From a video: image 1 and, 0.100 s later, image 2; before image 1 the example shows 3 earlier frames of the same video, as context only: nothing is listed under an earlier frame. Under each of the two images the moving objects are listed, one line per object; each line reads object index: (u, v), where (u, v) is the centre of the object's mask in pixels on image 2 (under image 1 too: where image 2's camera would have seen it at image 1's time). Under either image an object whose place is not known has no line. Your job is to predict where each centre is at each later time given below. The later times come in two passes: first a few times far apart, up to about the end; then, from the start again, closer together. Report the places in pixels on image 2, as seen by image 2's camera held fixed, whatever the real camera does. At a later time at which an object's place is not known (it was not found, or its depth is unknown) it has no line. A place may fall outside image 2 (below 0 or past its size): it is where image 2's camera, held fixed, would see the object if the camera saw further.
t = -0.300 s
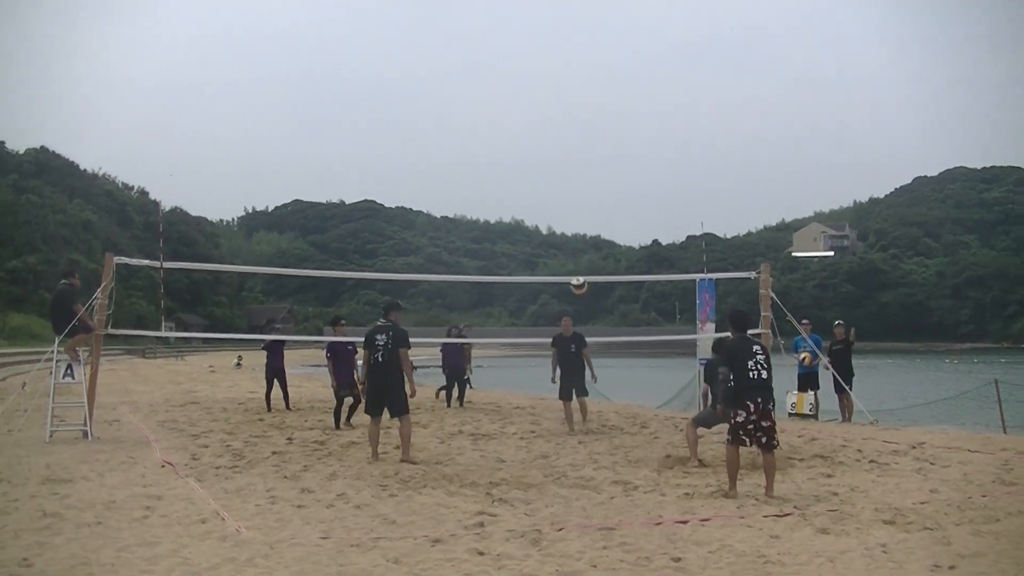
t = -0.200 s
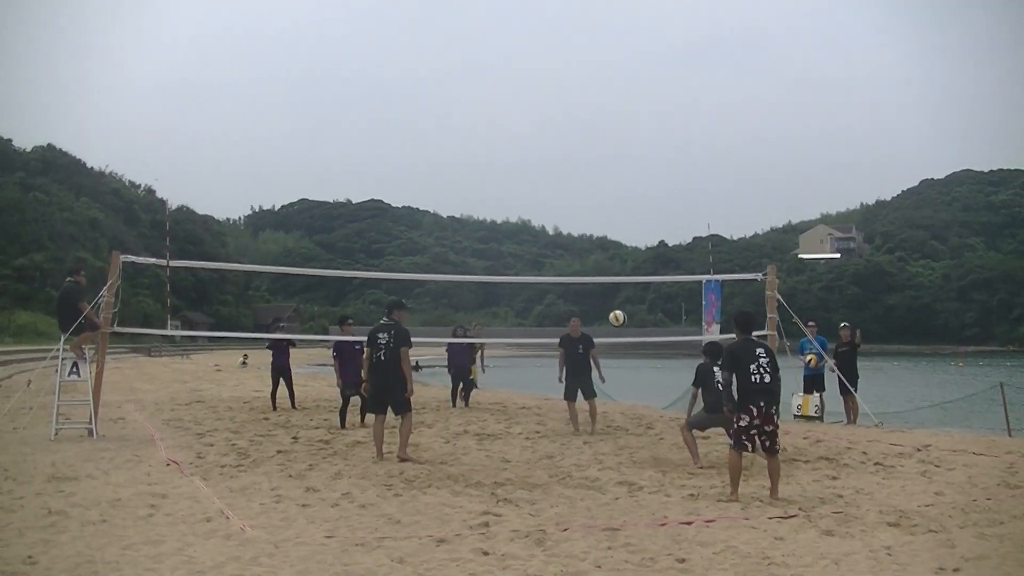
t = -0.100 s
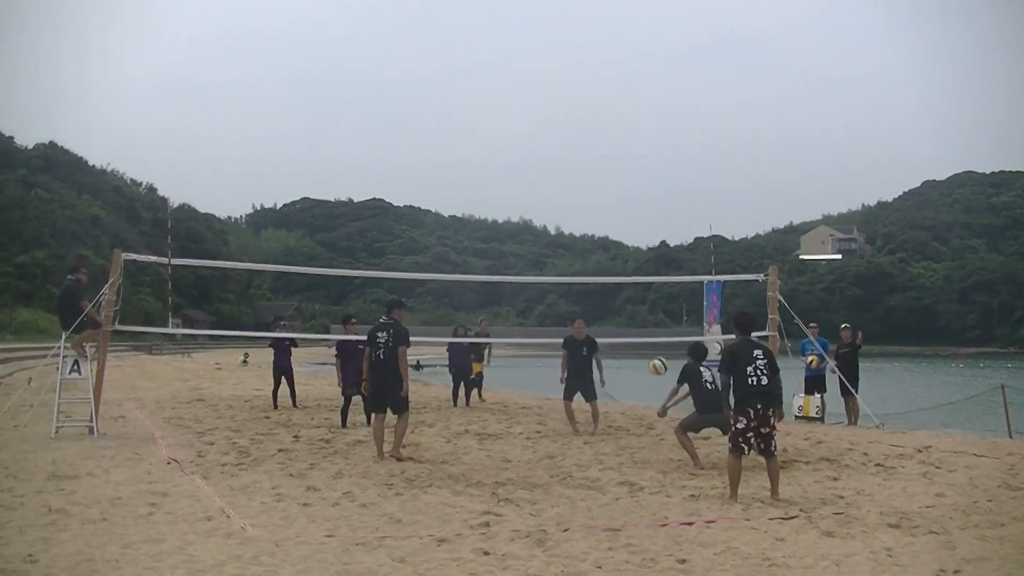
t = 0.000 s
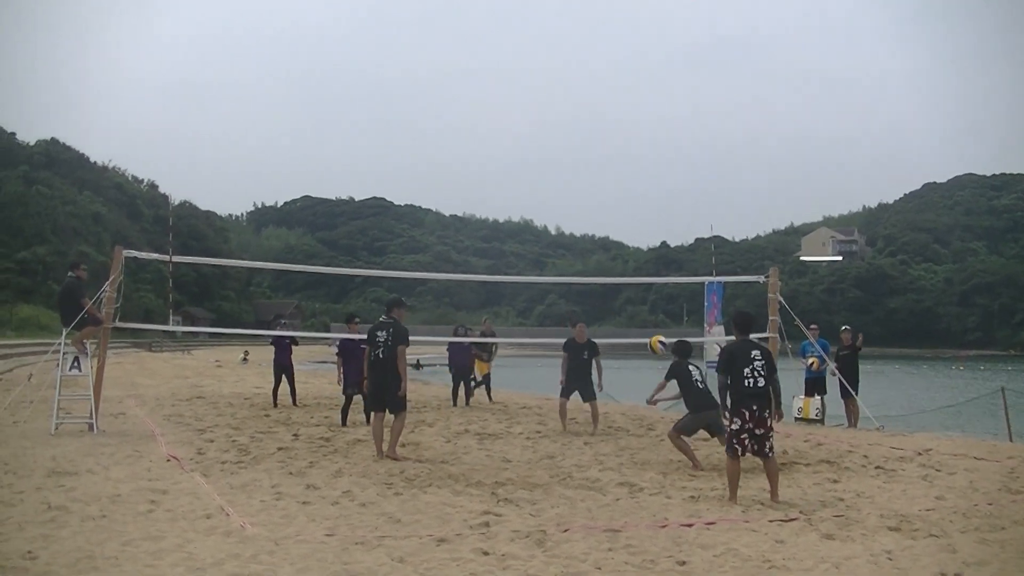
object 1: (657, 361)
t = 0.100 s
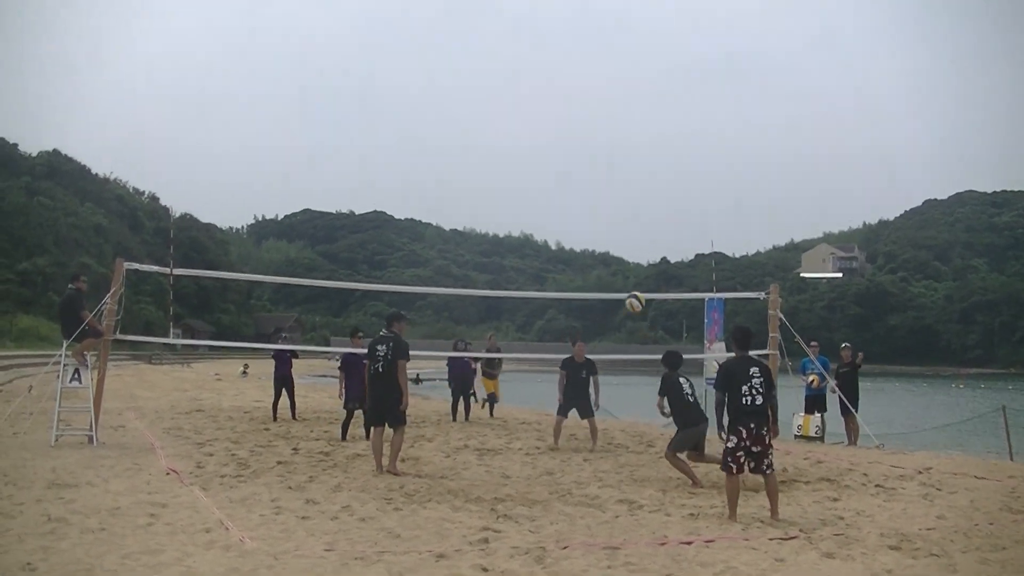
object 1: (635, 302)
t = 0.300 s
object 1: (592, 212)
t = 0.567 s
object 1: (537, 148)
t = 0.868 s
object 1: (474, 147)
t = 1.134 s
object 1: (420, 212)
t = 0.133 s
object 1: (627, 284)
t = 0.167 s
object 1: (620, 268)
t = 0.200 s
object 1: (613, 252)
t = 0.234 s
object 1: (606, 238)
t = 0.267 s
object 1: (599, 225)
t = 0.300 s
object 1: (592, 212)
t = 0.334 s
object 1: (585, 200)
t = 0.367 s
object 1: (578, 190)
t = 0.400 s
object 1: (571, 181)
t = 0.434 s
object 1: (565, 173)
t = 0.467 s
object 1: (558, 165)
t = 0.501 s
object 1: (551, 158)
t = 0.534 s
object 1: (544, 152)
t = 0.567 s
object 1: (537, 148)
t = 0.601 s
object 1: (531, 144)
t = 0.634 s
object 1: (524, 141)
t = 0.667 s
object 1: (517, 139)
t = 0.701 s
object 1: (510, 138)
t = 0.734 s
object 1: (504, 138)
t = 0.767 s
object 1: (497, 139)
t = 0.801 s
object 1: (488, 141)
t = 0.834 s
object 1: (482, 144)
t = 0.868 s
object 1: (474, 147)
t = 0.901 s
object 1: (468, 152)
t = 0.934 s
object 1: (461, 158)
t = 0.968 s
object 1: (454, 165)
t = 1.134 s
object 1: (420, 212)
